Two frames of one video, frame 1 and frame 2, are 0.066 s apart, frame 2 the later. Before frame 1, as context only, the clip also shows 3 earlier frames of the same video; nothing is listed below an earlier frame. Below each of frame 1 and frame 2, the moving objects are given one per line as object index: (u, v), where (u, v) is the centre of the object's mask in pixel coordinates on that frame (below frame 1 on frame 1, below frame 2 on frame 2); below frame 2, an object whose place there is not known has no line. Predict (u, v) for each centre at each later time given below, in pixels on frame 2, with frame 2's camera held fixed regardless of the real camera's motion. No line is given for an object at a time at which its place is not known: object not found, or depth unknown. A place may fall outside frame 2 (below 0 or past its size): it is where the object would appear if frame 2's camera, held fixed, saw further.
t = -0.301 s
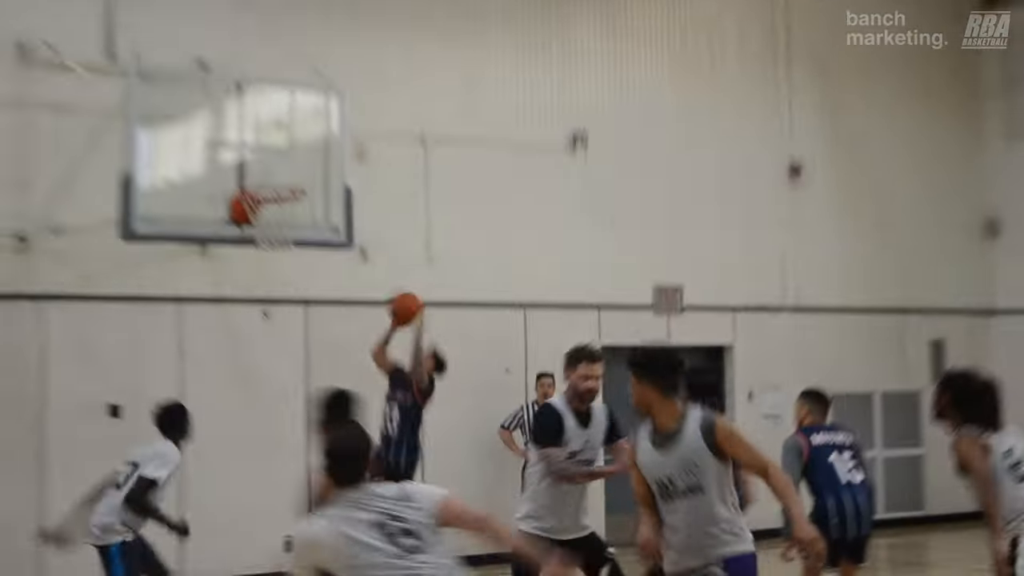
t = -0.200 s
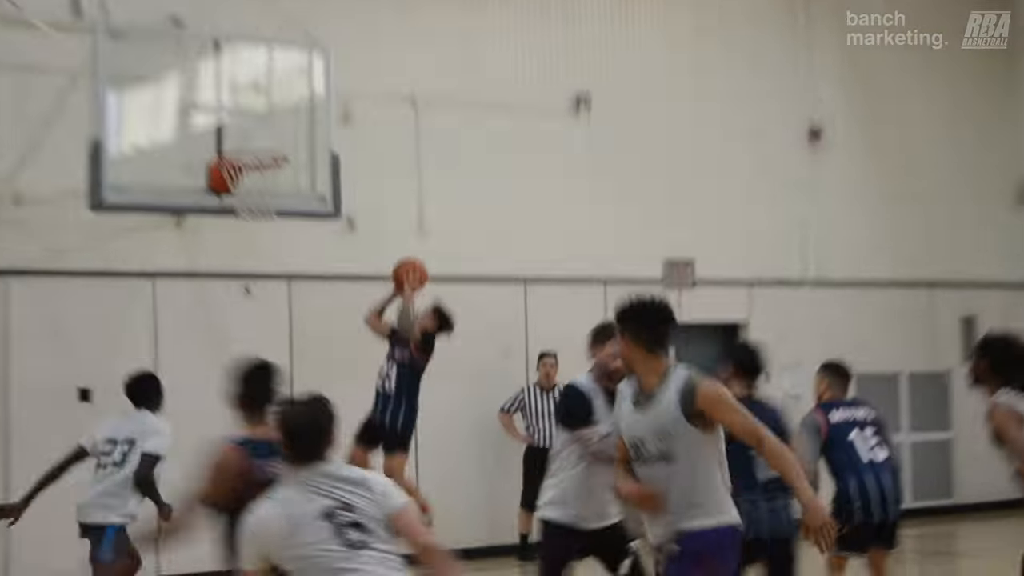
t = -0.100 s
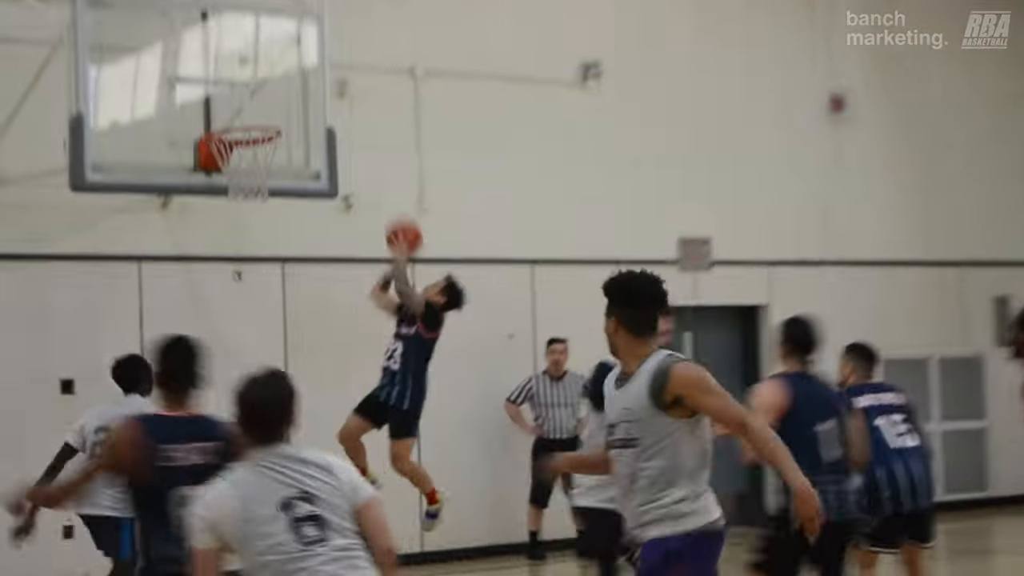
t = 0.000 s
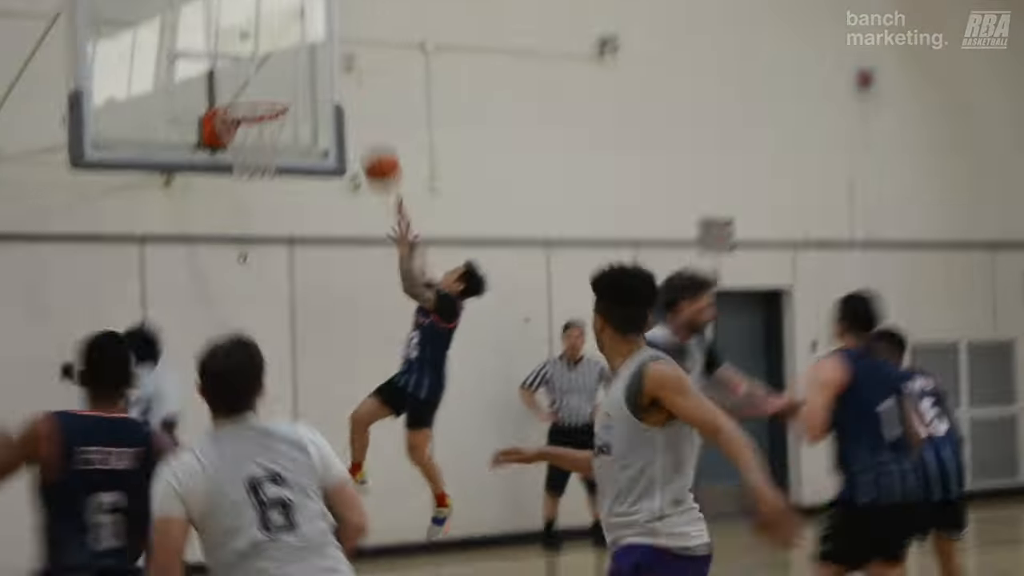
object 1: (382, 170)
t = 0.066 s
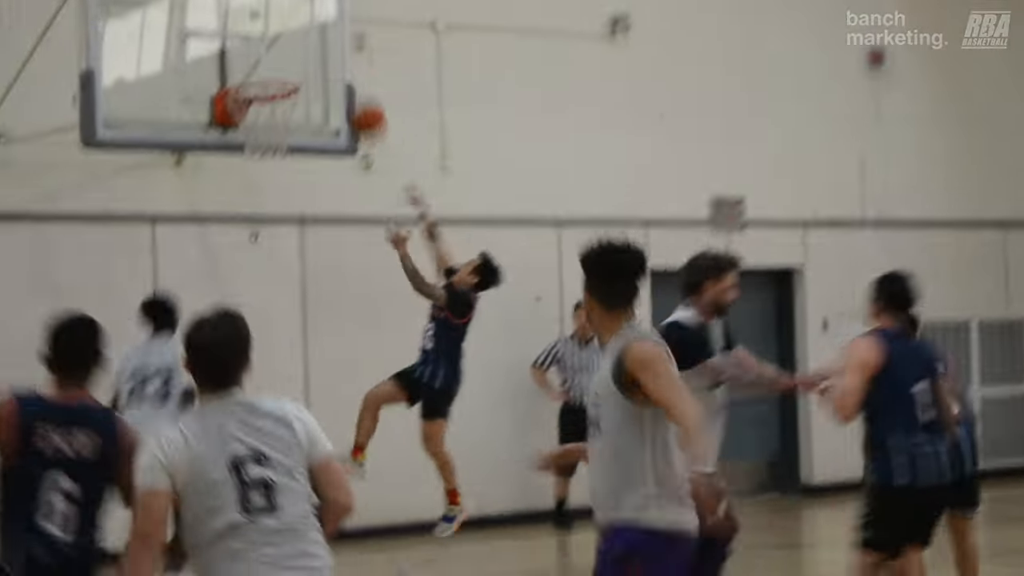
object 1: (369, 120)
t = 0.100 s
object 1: (354, 107)
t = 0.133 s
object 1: (341, 99)
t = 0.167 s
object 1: (328, 91)
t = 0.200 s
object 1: (315, 85)
